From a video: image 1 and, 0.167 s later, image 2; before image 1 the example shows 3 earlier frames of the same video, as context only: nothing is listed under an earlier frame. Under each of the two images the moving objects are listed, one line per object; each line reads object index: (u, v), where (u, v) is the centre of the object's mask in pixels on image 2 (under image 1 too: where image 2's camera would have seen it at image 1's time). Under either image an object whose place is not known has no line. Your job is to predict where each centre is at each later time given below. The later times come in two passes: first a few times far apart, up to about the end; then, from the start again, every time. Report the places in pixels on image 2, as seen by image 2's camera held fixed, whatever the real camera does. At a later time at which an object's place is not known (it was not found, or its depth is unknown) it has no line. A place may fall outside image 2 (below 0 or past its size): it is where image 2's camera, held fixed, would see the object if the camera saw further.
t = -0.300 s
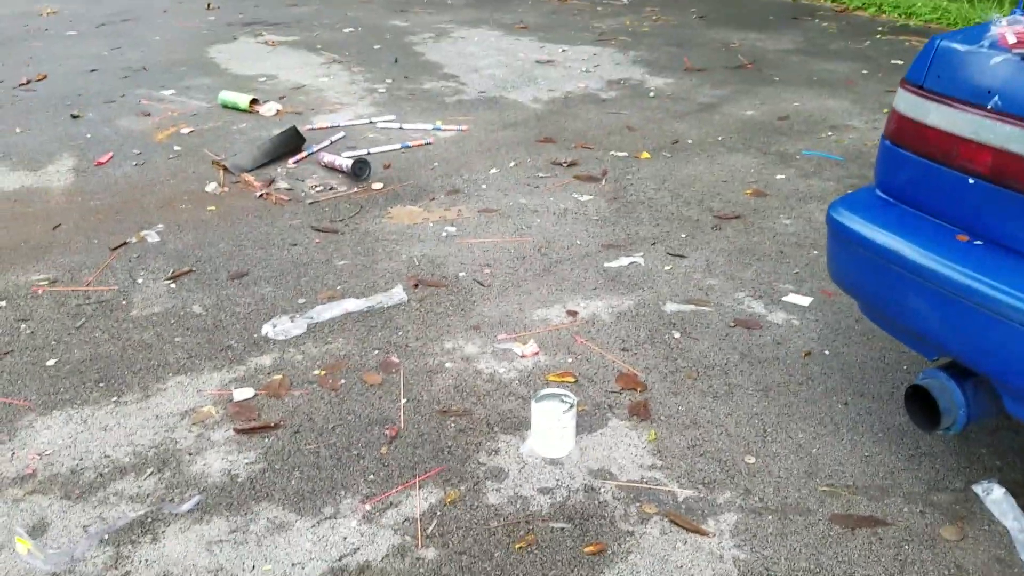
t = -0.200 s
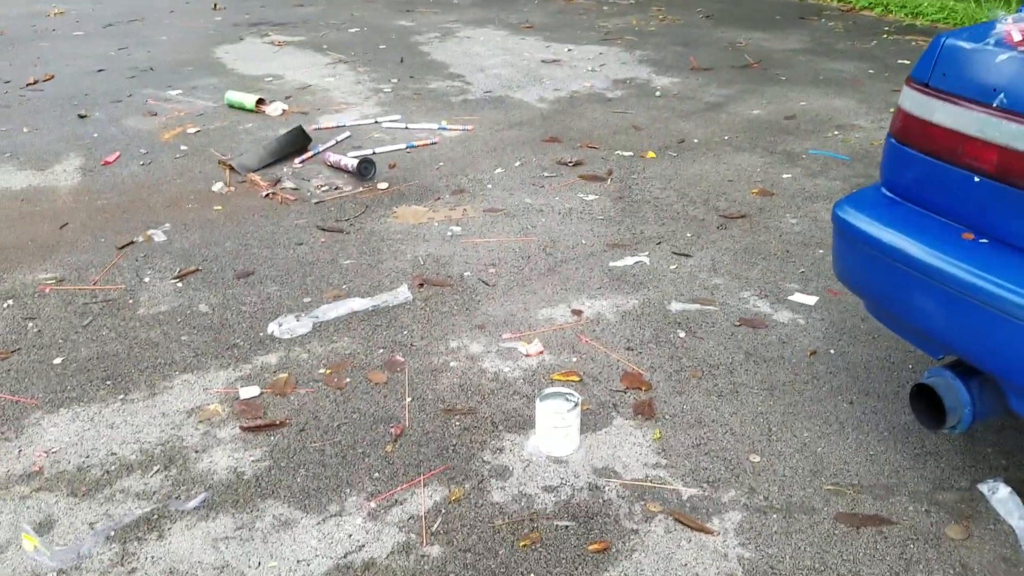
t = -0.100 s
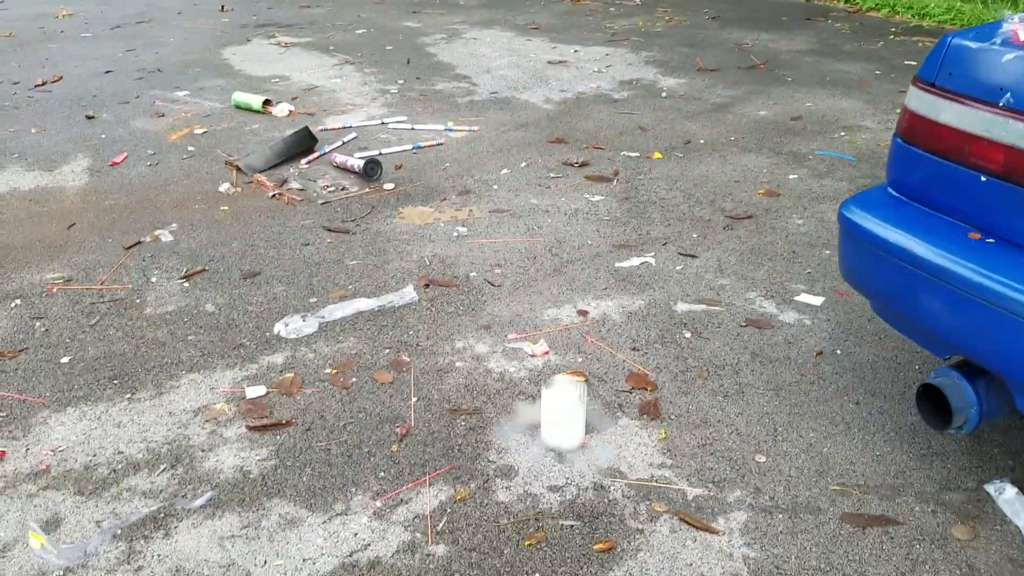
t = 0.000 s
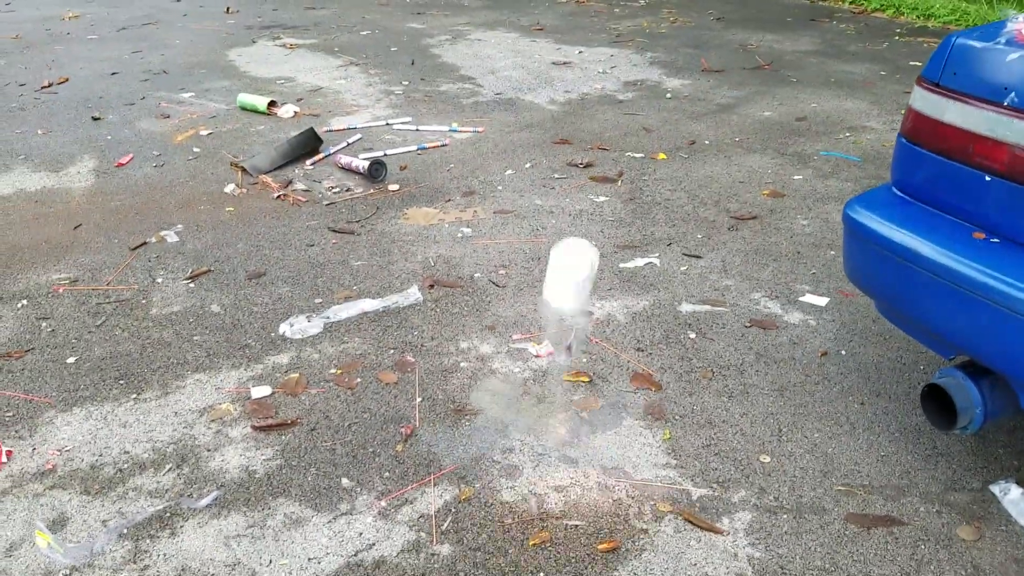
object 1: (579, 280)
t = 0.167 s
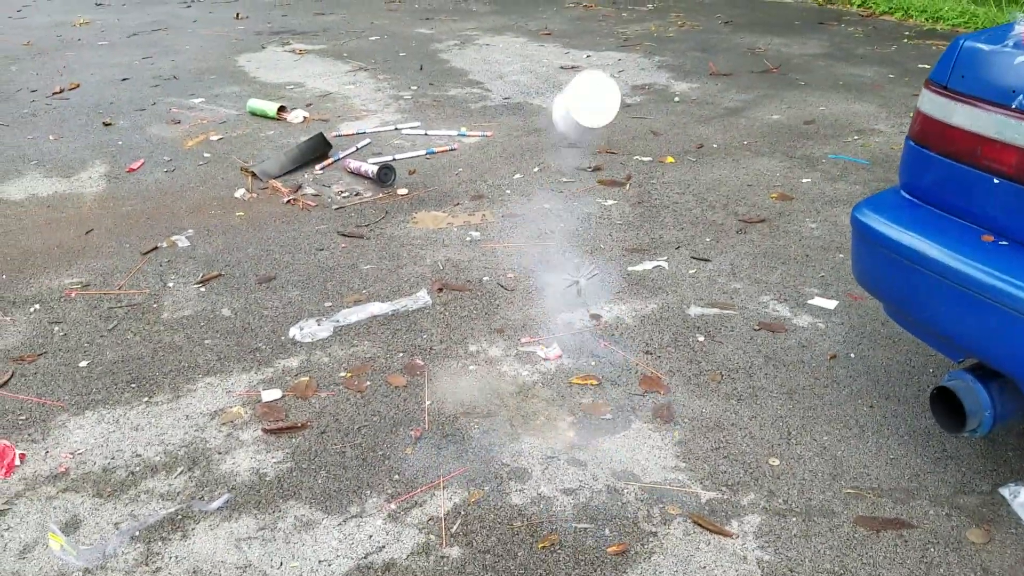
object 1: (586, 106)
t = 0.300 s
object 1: (592, 46)
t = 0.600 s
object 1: (595, 239)
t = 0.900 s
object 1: (556, 368)
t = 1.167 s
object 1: (523, 355)
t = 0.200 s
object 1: (588, 81)
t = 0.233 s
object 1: (590, 64)
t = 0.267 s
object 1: (591, 52)
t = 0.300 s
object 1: (592, 46)
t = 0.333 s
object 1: (592, 44)
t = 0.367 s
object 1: (593, 49)
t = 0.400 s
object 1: (594, 59)
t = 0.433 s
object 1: (594, 75)
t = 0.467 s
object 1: (594, 98)
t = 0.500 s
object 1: (594, 126)
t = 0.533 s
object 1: (594, 149)
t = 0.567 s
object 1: (595, 196)
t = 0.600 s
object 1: (595, 239)
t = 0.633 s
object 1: (595, 281)
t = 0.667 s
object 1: (594, 329)
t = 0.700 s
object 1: (594, 378)
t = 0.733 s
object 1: (591, 406)
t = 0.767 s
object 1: (583, 397)
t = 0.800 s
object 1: (575, 387)
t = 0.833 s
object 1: (567, 382)
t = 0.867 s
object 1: (561, 380)
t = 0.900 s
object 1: (556, 368)
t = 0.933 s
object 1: (551, 360)
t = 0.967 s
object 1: (546, 356)
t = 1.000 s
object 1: (540, 356)
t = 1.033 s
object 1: (536, 355)
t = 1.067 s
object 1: (532, 353)
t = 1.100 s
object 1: (529, 352)
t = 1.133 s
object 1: (526, 353)
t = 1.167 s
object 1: (523, 355)
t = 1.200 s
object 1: (521, 358)
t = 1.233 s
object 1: (519, 361)
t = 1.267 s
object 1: (517, 366)
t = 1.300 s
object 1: (515, 366)
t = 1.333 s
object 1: (514, 368)
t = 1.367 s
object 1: (513, 368)
